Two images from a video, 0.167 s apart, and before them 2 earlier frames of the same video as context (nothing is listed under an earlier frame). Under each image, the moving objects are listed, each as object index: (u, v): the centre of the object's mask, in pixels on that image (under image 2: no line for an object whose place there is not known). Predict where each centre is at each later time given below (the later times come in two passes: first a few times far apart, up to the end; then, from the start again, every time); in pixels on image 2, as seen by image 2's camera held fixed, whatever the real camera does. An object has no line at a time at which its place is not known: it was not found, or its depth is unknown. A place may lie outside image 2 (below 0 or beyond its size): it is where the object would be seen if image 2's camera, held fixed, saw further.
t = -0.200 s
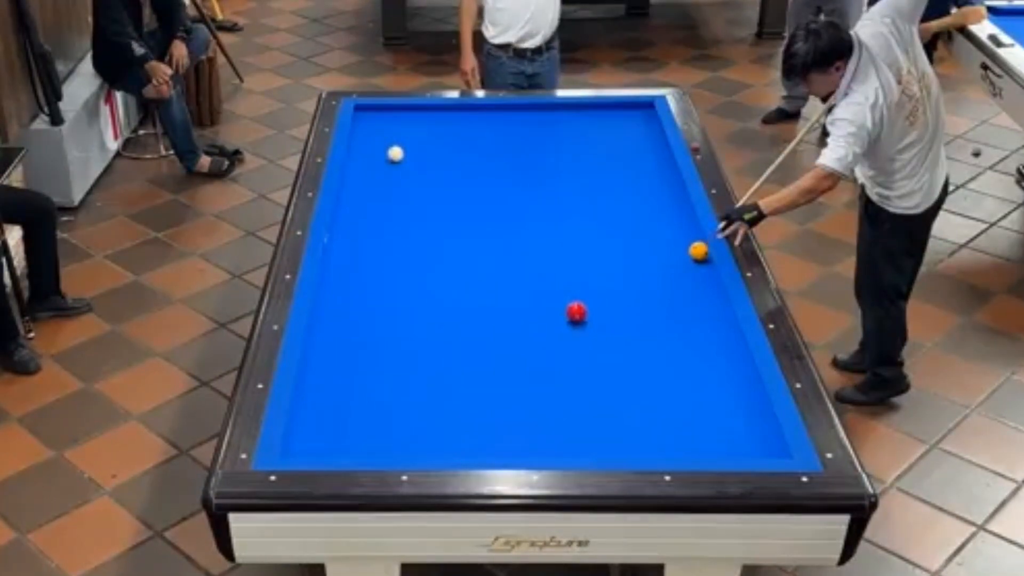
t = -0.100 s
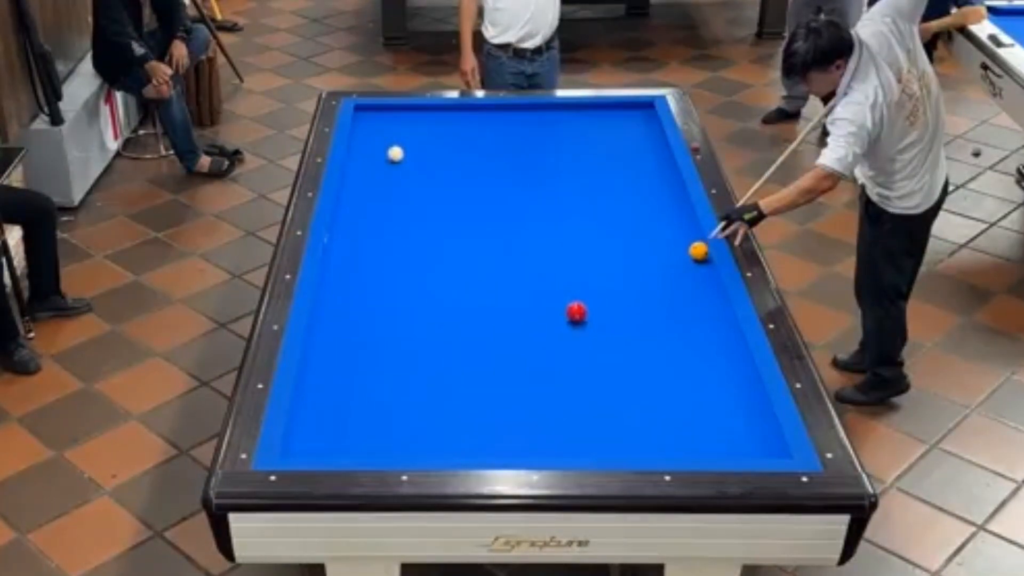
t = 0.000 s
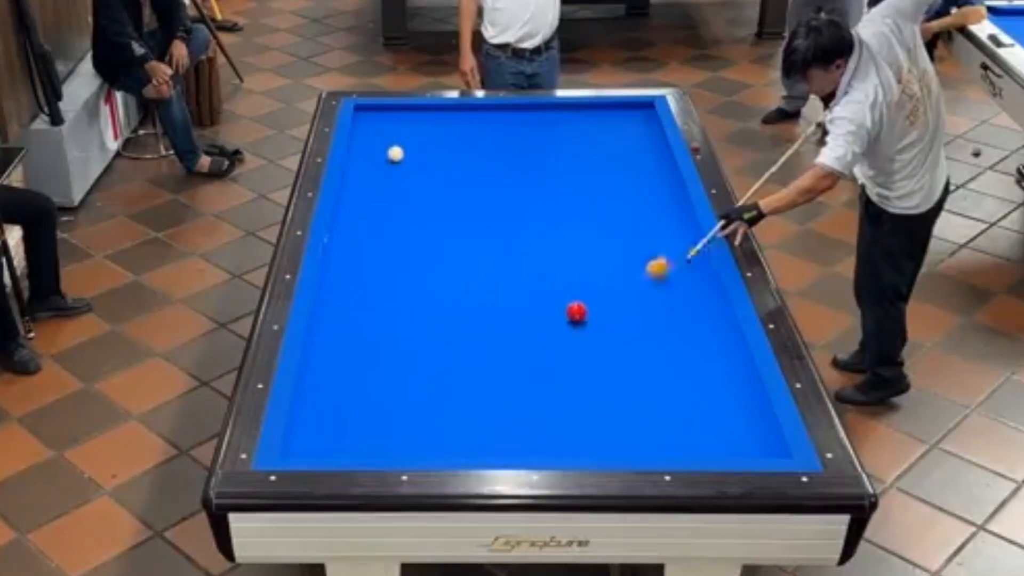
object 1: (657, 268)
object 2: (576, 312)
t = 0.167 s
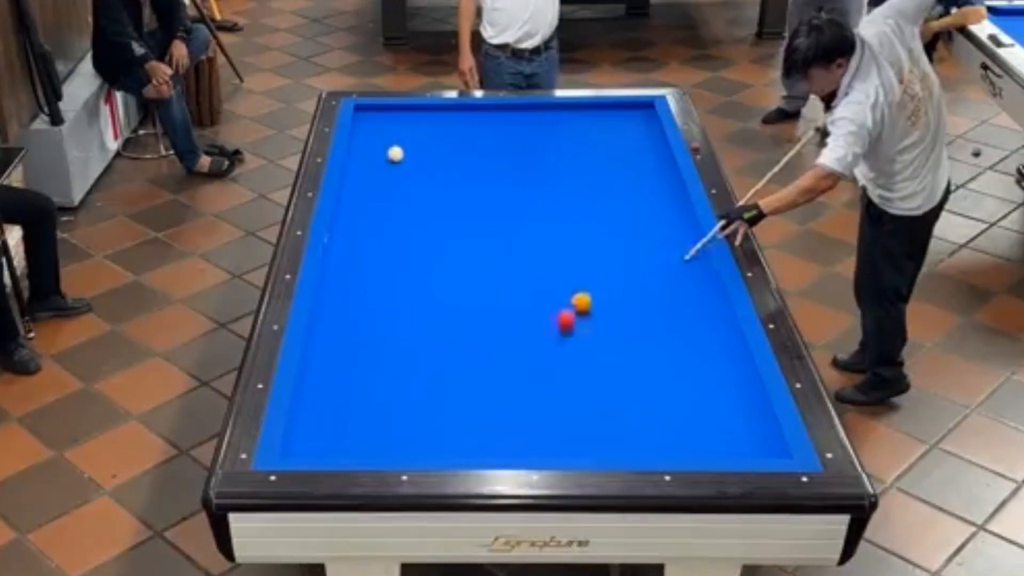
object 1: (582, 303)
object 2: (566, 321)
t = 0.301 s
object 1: (565, 294)
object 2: (518, 360)
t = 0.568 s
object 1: (538, 274)
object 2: (428, 435)
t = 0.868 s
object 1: (510, 254)
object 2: (361, 409)
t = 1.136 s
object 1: (487, 237)
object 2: (313, 375)
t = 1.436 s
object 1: (463, 220)
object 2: (340, 342)
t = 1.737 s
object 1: (441, 203)
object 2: (372, 312)
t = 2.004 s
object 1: (423, 190)
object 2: (399, 288)
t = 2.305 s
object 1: (404, 177)
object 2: (424, 264)
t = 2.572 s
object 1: (388, 165)
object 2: (446, 244)
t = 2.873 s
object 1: (371, 153)
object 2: (468, 224)
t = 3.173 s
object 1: (356, 142)
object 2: (488, 205)
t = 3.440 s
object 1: (363, 131)
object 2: (505, 189)
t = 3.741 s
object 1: (373, 119)
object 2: (522, 173)
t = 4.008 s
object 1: (381, 111)
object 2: (536, 160)
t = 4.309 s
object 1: (395, 112)
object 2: (550, 146)
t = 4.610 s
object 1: (410, 117)
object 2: (564, 133)
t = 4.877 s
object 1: (423, 121)
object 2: (575, 123)
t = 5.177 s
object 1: (437, 126)
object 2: (587, 112)
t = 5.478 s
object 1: (450, 130)
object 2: (601, 108)
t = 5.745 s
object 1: (461, 134)
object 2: (615, 113)
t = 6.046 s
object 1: (473, 138)
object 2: (632, 117)
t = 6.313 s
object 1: (483, 141)
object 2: (646, 123)
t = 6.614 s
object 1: (495, 145)
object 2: (652, 128)
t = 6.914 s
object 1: (505, 149)
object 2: (647, 132)
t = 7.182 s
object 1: (513, 151)
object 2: (641, 136)
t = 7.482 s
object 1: (522, 154)
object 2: (636, 140)
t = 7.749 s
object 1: (529, 156)
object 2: (631, 144)
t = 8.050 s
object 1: (536, 159)
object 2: (627, 146)
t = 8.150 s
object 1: (538, 159)
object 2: (626, 148)
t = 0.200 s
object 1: (577, 301)
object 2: (554, 331)
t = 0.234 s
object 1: (573, 299)
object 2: (542, 341)
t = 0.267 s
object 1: (568, 297)
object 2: (531, 351)
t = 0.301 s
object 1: (565, 294)
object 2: (518, 360)
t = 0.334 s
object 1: (561, 292)
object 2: (508, 369)
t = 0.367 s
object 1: (558, 289)
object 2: (497, 379)
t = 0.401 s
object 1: (554, 287)
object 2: (485, 387)
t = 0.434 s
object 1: (551, 284)
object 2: (474, 397)
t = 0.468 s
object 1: (548, 281)
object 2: (463, 407)
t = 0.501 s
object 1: (544, 280)
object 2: (452, 416)
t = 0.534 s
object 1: (541, 277)
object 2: (440, 425)
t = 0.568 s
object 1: (538, 274)
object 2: (428, 435)
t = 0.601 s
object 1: (535, 272)
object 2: (417, 443)
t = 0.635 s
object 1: (532, 270)
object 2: (405, 449)
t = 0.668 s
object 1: (529, 267)
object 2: (397, 445)
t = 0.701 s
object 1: (525, 265)
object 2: (391, 439)
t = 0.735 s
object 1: (522, 263)
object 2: (385, 432)
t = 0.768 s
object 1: (519, 261)
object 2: (379, 426)
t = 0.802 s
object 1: (516, 259)
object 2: (373, 420)
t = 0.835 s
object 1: (513, 256)
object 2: (367, 415)
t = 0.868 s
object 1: (510, 254)
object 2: (361, 409)
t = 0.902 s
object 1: (507, 252)
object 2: (354, 405)
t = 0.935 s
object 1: (504, 250)
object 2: (348, 401)
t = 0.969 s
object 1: (501, 248)
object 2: (342, 396)
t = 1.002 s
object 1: (499, 246)
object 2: (337, 392)
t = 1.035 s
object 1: (496, 244)
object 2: (331, 388)
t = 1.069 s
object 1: (492, 241)
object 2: (325, 384)
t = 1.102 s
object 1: (490, 239)
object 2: (319, 380)
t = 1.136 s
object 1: (487, 237)
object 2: (313, 375)
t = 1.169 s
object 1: (484, 235)
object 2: (309, 371)
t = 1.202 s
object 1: (482, 233)
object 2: (310, 367)
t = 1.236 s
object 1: (479, 231)
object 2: (316, 363)
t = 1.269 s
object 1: (476, 229)
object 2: (321, 360)
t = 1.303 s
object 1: (474, 227)
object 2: (325, 356)
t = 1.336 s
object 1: (471, 226)
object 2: (329, 351)
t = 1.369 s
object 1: (469, 224)
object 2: (333, 349)
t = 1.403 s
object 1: (466, 222)
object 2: (336, 346)
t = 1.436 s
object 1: (463, 220)
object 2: (340, 342)
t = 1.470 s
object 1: (460, 217)
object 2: (344, 338)
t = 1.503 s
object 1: (458, 216)
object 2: (348, 334)
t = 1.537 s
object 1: (456, 214)
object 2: (351, 331)
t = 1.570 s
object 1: (453, 212)
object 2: (354, 328)
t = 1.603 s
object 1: (451, 210)
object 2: (358, 325)
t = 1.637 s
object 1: (448, 209)
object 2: (362, 322)
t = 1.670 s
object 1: (446, 207)
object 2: (365, 318)
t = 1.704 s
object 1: (443, 205)
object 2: (369, 315)
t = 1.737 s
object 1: (441, 203)
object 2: (372, 312)
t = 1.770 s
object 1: (439, 202)
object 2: (375, 309)
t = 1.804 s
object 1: (436, 200)
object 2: (379, 306)
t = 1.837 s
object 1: (434, 199)
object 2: (382, 302)
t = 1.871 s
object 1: (432, 197)
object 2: (385, 300)
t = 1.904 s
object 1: (430, 195)
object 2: (389, 297)
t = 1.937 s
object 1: (428, 193)
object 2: (392, 294)
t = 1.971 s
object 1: (425, 192)
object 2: (394, 291)
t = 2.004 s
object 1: (423, 190)
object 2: (399, 288)
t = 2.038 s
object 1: (420, 189)
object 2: (401, 286)
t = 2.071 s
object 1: (418, 187)
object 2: (404, 283)
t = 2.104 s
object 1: (416, 186)
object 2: (407, 280)
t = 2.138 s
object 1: (414, 184)
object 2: (410, 277)
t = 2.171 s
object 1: (412, 182)
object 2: (413, 275)
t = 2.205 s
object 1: (410, 181)
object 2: (416, 272)
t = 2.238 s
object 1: (408, 180)
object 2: (418, 269)
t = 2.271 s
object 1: (406, 178)
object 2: (421, 267)
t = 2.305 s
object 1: (404, 177)
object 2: (424, 264)
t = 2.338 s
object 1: (402, 175)
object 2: (427, 262)
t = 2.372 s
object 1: (400, 174)
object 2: (431, 259)
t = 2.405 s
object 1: (398, 172)
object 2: (433, 257)
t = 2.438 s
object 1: (395, 171)
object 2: (435, 254)
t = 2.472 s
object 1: (394, 169)
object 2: (438, 252)
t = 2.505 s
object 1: (392, 168)
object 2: (440, 249)
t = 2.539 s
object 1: (390, 166)
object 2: (443, 247)
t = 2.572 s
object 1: (388, 165)
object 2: (446, 244)
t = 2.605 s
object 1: (386, 164)
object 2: (448, 242)
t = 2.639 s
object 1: (384, 163)
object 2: (451, 240)
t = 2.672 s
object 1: (382, 161)
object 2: (453, 237)
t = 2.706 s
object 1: (380, 160)
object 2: (456, 235)
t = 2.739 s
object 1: (378, 159)
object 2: (458, 233)
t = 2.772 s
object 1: (377, 157)
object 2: (461, 230)
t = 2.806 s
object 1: (375, 156)
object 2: (463, 228)
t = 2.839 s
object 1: (373, 155)
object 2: (465, 226)
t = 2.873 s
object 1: (371, 153)
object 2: (468, 224)
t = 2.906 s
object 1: (369, 152)
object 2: (470, 222)
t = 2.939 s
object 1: (368, 151)
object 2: (472, 219)
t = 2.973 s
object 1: (366, 150)
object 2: (475, 217)
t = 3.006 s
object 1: (364, 148)
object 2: (477, 215)
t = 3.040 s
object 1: (363, 147)
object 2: (479, 213)
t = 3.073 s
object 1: (361, 146)
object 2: (481, 212)
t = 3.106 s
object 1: (359, 145)
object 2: (483, 209)
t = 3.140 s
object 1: (357, 143)
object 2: (486, 207)
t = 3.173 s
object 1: (356, 142)
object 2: (488, 205)
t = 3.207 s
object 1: (355, 141)
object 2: (490, 203)
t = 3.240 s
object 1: (356, 140)
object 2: (492, 201)
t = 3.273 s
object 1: (358, 138)
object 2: (494, 199)
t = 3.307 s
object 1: (358, 137)
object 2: (496, 197)
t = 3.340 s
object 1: (359, 135)
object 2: (498, 195)
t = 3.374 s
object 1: (360, 134)
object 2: (501, 193)
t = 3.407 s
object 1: (362, 133)
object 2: (502, 191)
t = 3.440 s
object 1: (363, 131)
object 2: (505, 189)
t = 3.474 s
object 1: (364, 130)
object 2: (507, 187)
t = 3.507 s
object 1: (365, 128)
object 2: (508, 185)
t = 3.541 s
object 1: (366, 127)
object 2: (510, 184)
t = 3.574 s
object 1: (367, 125)
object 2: (512, 182)
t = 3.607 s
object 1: (368, 124)
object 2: (514, 180)
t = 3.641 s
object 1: (369, 123)
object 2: (516, 179)
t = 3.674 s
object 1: (371, 122)
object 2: (518, 177)
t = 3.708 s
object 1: (372, 121)
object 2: (520, 175)
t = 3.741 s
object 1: (373, 119)
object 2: (522, 173)
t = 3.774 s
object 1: (374, 118)
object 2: (524, 171)
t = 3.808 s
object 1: (375, 117)
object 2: (525, 170)
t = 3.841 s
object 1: (376, 116)
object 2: (527, 168)
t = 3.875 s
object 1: (377, 115)
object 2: (528, 166)
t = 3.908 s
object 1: (378, 113)
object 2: (531, 165)
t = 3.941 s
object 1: (379, 112)
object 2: (533, 163)
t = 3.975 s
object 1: (380, 112)
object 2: (534, 162)
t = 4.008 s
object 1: (381, 111)
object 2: (536, 160)
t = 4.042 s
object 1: (382, 109)
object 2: (537, 158)
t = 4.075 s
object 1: (383, 108)
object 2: (539, 157)
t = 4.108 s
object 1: (385, 109)
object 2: (541, 155)
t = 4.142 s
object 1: (386, 109)
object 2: (542, 153)
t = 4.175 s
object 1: (388, 110)
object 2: (544, 152)
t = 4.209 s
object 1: (390, 110)
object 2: (545, 151)
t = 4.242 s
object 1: (391, 111)
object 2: (547, 149)
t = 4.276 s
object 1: (393, 112)
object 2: (549, 148)
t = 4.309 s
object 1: (395, 112)
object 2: (550, 146)
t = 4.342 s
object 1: (397, 113)
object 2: (551, 146)
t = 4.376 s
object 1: (399, 113)
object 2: (553, 144)
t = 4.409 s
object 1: (400, 114)
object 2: (555, 143)
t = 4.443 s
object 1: (402, 114)
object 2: (557, 140)
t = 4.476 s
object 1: (403, 115)
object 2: (558, 139)
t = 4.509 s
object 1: (405, 115)
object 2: (560, 137)
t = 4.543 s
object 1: (407, 116)
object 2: (561, 136)
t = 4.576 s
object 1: (409, 116)
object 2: (563, 135)
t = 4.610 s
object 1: (410, 117)
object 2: (564, 133)
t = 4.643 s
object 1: (411, 117)
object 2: (565, 132)
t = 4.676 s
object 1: (413, 118)
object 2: (567, 130)
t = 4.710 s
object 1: (415, 119)
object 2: (568, 129)
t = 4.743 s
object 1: (416, 119)
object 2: (569, 128)
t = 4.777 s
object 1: (418, 120)
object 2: (571, 127)
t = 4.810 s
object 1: (419, 120)
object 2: (572, 126)
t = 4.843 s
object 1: (421, 120)
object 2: (573, 124)
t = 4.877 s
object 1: (423, 121)
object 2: (575, 123)
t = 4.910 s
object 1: (424, 122)
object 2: (577, 121)
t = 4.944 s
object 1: (426, 122)
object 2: (577, 120)
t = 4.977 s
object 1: (428, 122)
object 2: (579, 119)
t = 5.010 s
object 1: (428, 123)
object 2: (580, 118)
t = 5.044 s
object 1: (430, 123)
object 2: (582, 117)
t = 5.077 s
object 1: (432, 124)
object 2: (583, 115)
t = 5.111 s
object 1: (433, 125)
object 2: (583, 114)
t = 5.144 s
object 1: (435, 126)
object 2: (585, 113)
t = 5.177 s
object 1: (437, 126)
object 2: (587, 112)
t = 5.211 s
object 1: (438, 127)
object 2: (588, 112)
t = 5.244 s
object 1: (440, 126)
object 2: (589, 110)
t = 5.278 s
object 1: (441, 127)
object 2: (589, 110)
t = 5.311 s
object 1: (442, 128)
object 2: (591, 108)
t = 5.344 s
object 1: (444, 128)
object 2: (592, 107)
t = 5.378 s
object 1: (445, 128)
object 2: (594, 106)
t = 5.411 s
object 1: (446, 129)
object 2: (597, 107)
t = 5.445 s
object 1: (449, 130)
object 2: (599, 108)
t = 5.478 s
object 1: (450, 130)
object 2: (601, 108)
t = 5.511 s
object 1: (451, 131)
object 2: (603, 109)
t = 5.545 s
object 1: (453, 132)
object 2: (604, 109)
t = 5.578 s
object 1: (454, 132)
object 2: (606, 110)
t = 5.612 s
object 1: (456, 132)
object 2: (608, 111)
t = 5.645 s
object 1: (457, 133)
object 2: (610, 111)
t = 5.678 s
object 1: (458, 133)
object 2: (611, 112)
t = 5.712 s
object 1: (459, 134)
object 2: (614, 113)
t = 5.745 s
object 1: (461, 134)
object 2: (615, 113)
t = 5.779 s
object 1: (463, 134)
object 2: (617, 114)
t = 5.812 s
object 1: (464, 135)
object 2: (619, 114)
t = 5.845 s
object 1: (466, 135)
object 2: (621, 114)
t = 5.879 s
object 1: (467, 136)
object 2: (623, 115)
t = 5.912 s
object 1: (468, 136)
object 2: (624, 116)
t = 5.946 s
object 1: (469, 137)
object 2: (626, 116)
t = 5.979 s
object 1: (471, 137)
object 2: (628, 116)
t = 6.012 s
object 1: (472, 137)
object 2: (630, 117)
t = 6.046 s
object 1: (473, 138)
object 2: (632, 117)
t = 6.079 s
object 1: (475, 139)
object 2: (634, 119)
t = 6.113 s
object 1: (476, 139)
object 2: (635, 119)
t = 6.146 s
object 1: (477, 139)
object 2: (637, 120)
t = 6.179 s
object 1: (478, 140)
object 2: (639, 120)
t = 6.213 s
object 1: (480, 140)
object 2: (639, 121)
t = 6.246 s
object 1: (481, 141)
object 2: (643, 122)
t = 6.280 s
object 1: (482, 141)
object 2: (644, 122)
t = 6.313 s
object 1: (483, 141)
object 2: (646, 123)
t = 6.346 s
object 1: (485, 142)
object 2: (648, 124)
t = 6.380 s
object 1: (486, 142)
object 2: (649, 124)
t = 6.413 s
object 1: (487, 143)
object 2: (650, 124)
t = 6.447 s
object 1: (489, 144)
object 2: (653, 126)
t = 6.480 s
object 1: (490, 144)
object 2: (654, 126)
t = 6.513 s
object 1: (491, 144)
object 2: (653, 126)
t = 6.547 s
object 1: (492, 144)
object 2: (653, 127)
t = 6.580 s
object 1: (493, 145)
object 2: (652, 127)
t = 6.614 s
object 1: (495, 145)
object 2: (652, 128)
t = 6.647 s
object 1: (496, 145)
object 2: (651, 128)
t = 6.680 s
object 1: (497, 146)
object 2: (651, 129)
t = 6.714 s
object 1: (498, 147)
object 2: (650, 129)
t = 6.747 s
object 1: (499, 147)
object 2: (650, 130)
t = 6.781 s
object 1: (501, 147)
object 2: (649, 130)
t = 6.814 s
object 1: (502, 148)
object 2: (648, 131)
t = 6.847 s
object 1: (503, 148)
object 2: (648, 132)
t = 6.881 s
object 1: (504, 148)
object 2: (648, 132)
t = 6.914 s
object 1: (505, 149)
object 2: (647, 132)
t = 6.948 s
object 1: (506, 149)
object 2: (645, 133)
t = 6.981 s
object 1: (507, 149)
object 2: (645, 133)
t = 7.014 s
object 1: (508, 150)
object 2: (645, 133)
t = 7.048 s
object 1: (509, 150)
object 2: (644, 134)
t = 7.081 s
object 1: (510, 150)
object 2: (644, 134)
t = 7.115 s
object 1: (511, 151)
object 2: (643, 134)
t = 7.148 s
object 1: (512, 151)
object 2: (642, 135)
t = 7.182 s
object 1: (513, 151)
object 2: (641, 136)
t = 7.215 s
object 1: (514, 151)
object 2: (641, 136)
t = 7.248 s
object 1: (515, 152)
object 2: (640, 137)
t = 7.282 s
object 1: (516, 153)
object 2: (639, 137)
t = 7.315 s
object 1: (517, 153)
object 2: (639, 138)
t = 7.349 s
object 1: (518, 153)
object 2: (638, 139)
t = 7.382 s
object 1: (519, 154)
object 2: (637, 139)
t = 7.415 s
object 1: (520, 154)
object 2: (637, 140)
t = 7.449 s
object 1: (521, 154)
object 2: (636, 140)
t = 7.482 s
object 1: (522, 154)
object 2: (636, 140)
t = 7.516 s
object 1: (522, 154)
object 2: (635, 141)
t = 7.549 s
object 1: (523, 155)
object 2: (634, 141)
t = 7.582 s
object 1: (525, 155)
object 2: (634, 141)
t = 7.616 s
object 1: (525, 155)
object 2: (633, 142)
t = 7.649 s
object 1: (526, 156)
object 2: (633, 142)
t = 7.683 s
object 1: (526, 156)
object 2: (633, 142)
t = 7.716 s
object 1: (528, 156)
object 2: (632, 143)
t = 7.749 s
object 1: (529, 156)
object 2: (631, 144)
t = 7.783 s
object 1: (529, 157)
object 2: (631, 144)
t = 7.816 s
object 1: (530, 157)
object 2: (631, 144)
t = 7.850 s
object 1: (531, 157)
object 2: (631, 144)
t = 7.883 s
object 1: (532, 158)
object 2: (629, 145)
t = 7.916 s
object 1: (533, 157)
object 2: (629, 145)
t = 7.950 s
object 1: (534, 158)
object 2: (628, 146)
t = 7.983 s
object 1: (534, 158)
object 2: (628, 146)
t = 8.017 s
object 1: (535, 159)
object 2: (628, 146)
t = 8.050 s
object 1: (536, 159)
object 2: (627, 146)
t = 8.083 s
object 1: (536, 159)
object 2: (627, 146)
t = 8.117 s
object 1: (537, 159)
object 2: (626, 148)
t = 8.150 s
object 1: (538, 159)
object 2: (626, 148)
